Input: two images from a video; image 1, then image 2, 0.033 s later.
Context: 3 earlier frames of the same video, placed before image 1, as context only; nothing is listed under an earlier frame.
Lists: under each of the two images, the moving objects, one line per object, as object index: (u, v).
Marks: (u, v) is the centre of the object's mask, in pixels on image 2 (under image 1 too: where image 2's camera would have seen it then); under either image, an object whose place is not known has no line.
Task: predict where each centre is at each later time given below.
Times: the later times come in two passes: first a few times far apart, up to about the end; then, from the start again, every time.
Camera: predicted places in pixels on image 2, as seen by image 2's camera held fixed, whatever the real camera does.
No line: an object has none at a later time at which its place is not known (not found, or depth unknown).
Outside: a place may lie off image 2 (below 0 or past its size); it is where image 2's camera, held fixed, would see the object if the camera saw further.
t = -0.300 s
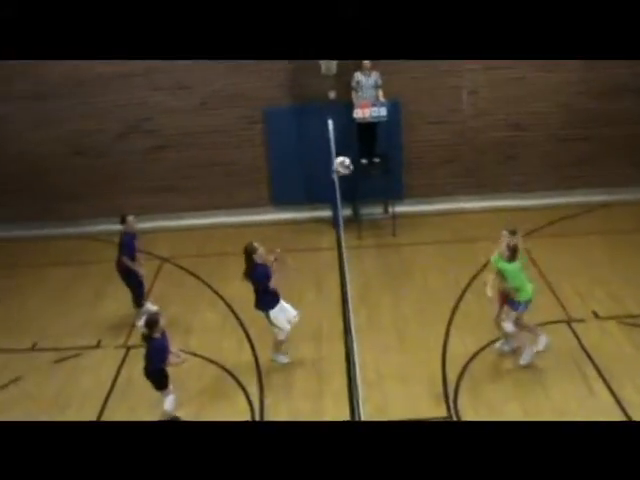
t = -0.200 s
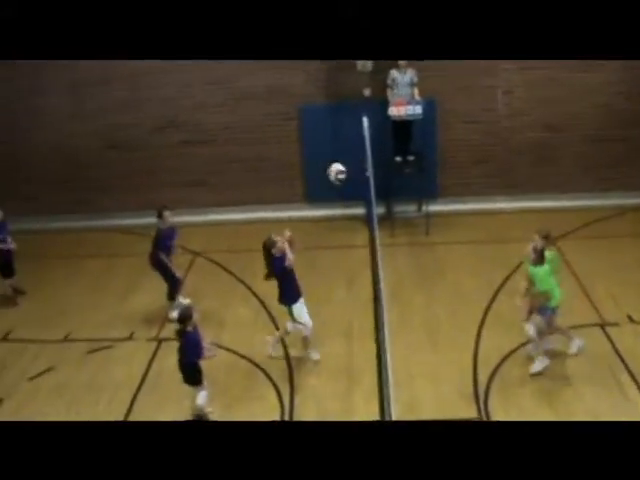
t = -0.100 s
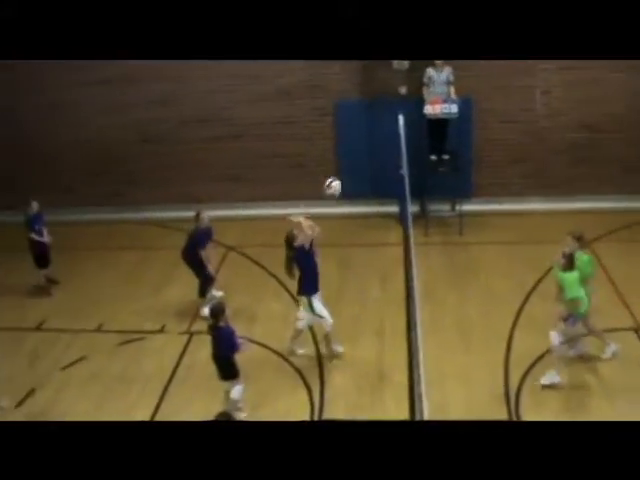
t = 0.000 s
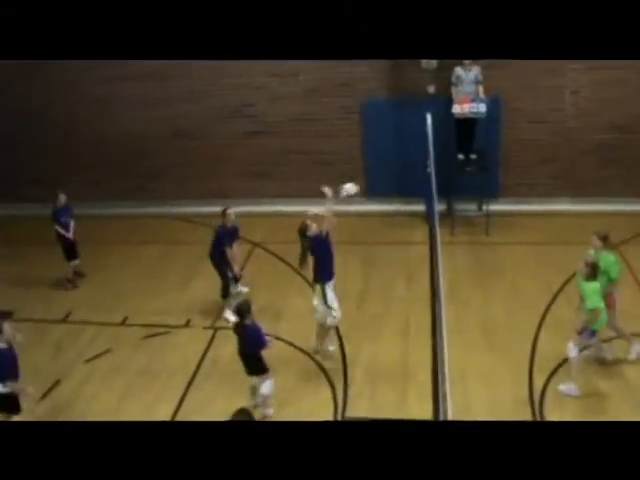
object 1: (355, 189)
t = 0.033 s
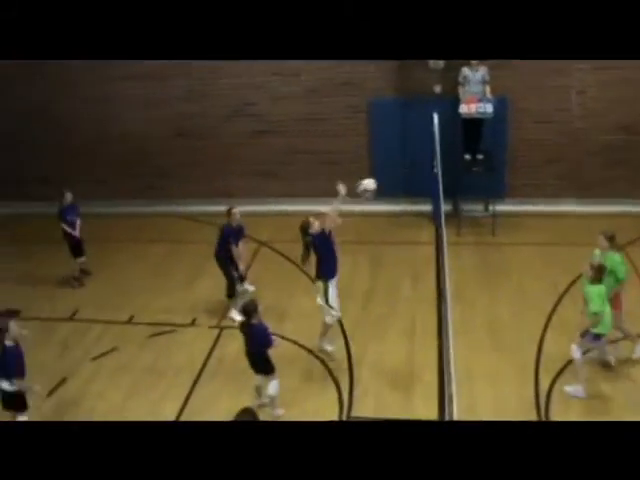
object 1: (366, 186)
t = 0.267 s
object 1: (439, 177)
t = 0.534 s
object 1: (443, 167)
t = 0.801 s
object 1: (451, 198)
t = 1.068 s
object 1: (457, 274)
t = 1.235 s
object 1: (464, 275)
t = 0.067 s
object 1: (378, 183)
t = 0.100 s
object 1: (391, 181)
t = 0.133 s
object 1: (402, 179)
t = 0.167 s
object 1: (414, 178)
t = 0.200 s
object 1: (425, 179)
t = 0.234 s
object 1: (436, 179)
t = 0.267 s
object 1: (439, 177)
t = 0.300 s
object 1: (440, 175)
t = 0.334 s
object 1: (441, 172)
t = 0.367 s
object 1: (441, 169)
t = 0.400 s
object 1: (441, 167)
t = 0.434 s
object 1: (442, 166)
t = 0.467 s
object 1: (442, 166)
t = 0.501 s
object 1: (442, 167)
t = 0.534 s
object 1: (443, 167)
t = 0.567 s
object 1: (444, 168)
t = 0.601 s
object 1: (445, 170)
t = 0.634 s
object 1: (446, 173)
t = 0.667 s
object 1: (448, 176)
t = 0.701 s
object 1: (449, 181)
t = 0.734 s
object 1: (450, 186)
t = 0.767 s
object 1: (450, 192)
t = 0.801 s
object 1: (451, 198)
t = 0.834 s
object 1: (451, 204)
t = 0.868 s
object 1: (453, 213)
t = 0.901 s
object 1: (453, 221)
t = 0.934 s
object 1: (454, 230)
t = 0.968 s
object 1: (455, 240)
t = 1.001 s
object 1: (456, 252)
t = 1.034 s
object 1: (457, 264)
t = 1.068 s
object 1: (457, 274)
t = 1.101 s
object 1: (458, 285)
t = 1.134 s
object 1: (457, 300)
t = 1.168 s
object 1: (459, 295)
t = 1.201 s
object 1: (461, 285)
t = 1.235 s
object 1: (464, 275)
